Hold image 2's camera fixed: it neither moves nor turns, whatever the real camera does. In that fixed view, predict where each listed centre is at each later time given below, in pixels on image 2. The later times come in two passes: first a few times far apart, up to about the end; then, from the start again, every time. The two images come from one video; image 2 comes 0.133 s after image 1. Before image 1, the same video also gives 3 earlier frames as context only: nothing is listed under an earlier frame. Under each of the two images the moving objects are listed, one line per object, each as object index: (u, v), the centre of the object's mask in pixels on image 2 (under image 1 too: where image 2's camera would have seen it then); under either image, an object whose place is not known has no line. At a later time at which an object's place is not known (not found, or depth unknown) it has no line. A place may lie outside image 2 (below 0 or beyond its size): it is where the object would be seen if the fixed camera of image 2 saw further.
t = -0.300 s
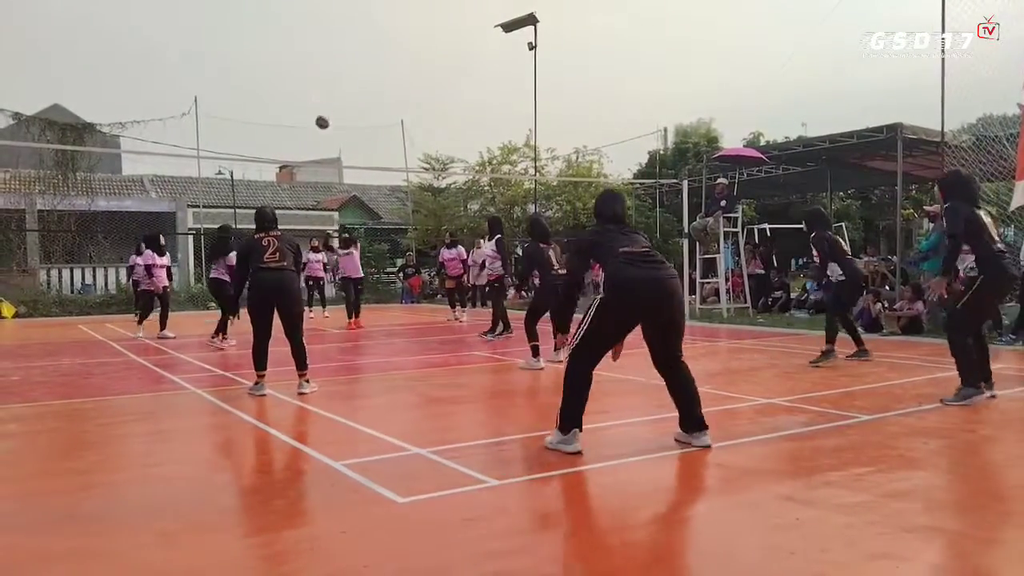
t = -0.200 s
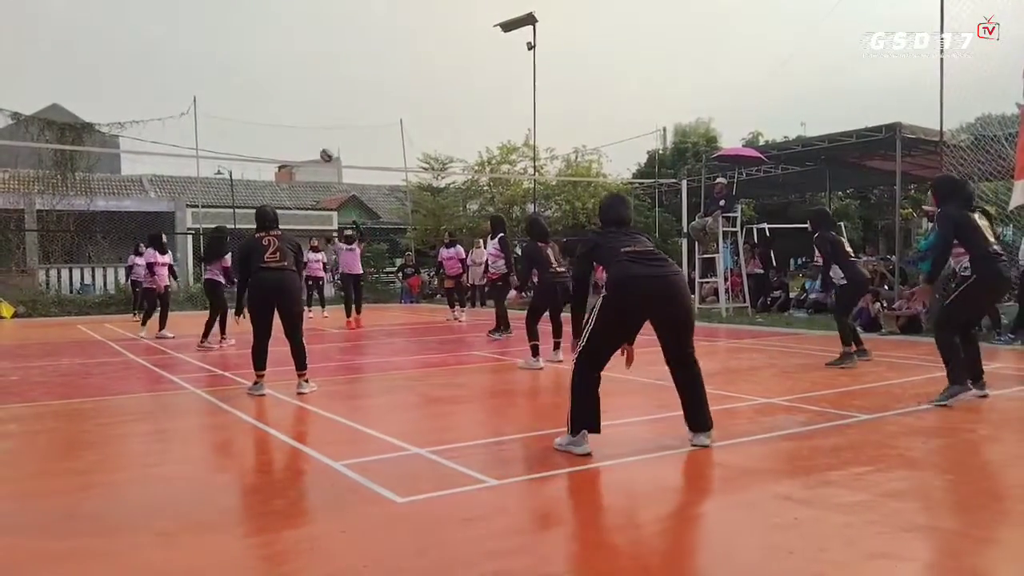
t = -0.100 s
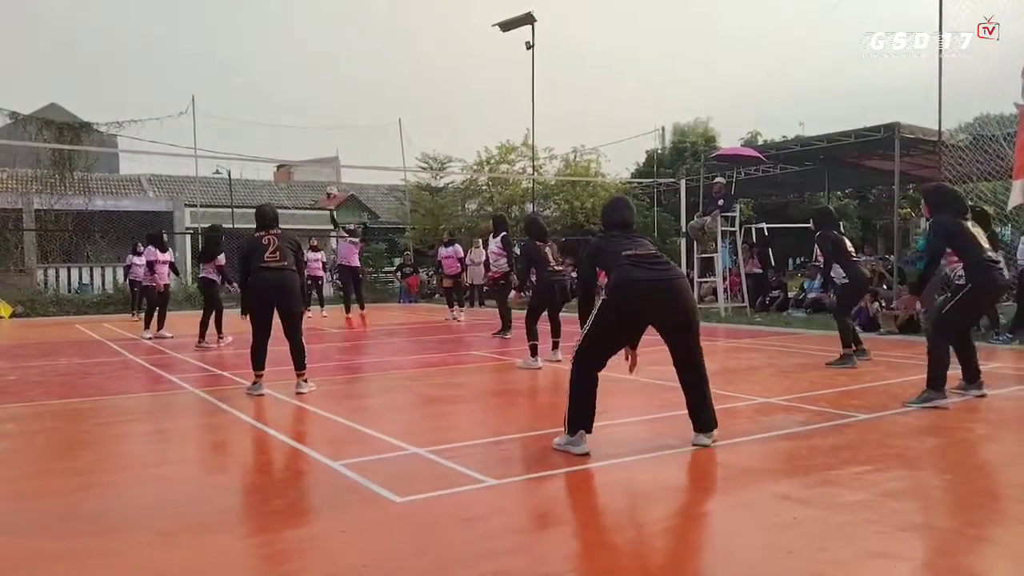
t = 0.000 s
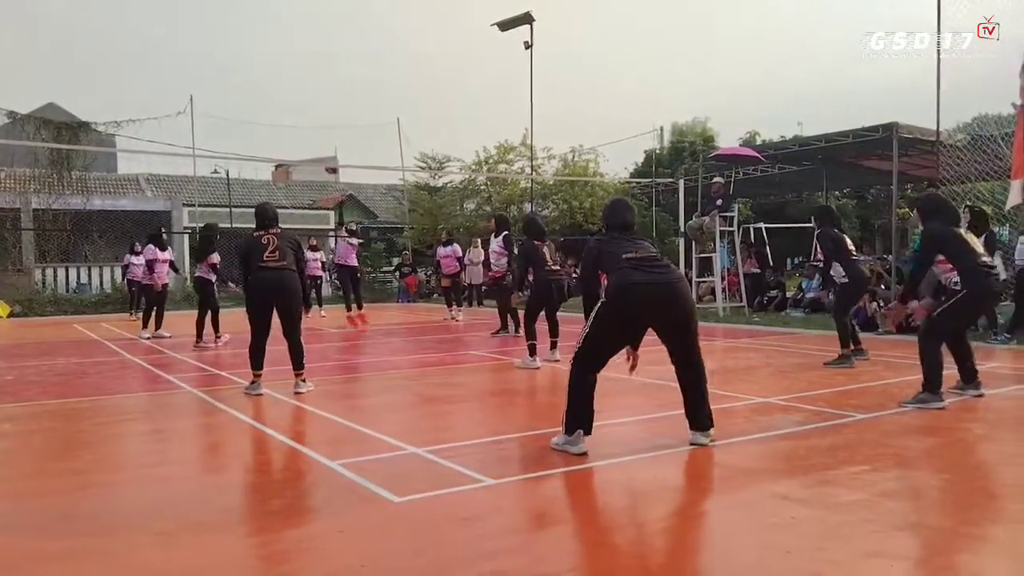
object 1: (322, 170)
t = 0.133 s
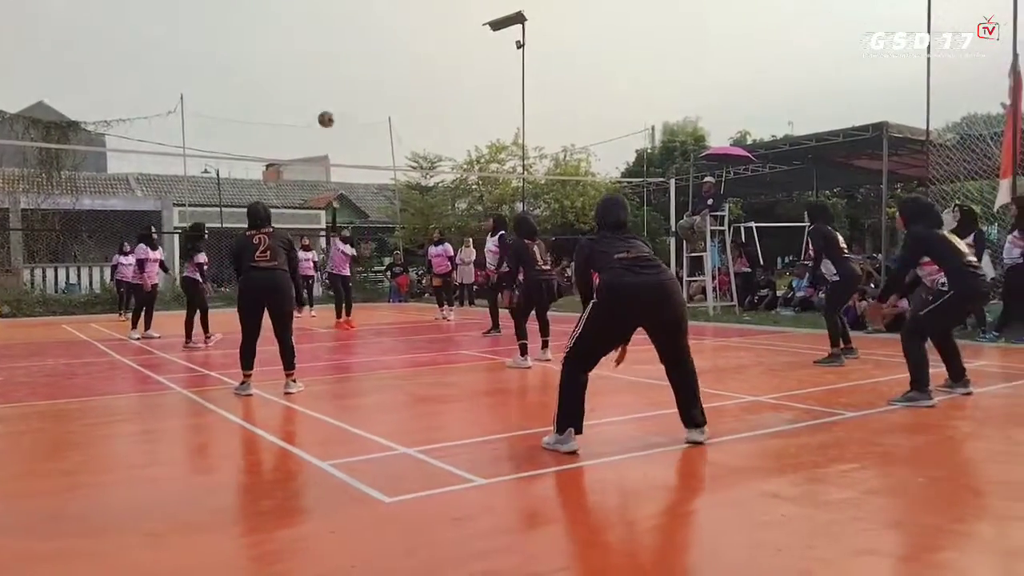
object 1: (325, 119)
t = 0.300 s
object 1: (329, 70)
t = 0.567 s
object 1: (345, 29)
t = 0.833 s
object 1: (381, 96)
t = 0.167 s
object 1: (327, 109)
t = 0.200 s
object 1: (328, 98)
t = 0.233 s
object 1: (328, 88)
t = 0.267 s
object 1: (329, 78)
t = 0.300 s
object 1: (329, 70)
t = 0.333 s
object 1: (332, 62)
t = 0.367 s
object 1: (332, 54)
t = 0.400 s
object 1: (334, 47)
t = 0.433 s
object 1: (336, 41)
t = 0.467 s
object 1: (338, 37)
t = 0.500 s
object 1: (340, 33)
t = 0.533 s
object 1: (342, 30)
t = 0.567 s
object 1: (345, 29)
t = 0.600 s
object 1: (348, 29)
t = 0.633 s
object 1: (352, 31)
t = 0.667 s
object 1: (356, 35)
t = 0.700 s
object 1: (360, 41)
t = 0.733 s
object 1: (365, 49)
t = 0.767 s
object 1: (370, 61)
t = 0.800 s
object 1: (375, 77)
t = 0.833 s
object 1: (381, 96)
